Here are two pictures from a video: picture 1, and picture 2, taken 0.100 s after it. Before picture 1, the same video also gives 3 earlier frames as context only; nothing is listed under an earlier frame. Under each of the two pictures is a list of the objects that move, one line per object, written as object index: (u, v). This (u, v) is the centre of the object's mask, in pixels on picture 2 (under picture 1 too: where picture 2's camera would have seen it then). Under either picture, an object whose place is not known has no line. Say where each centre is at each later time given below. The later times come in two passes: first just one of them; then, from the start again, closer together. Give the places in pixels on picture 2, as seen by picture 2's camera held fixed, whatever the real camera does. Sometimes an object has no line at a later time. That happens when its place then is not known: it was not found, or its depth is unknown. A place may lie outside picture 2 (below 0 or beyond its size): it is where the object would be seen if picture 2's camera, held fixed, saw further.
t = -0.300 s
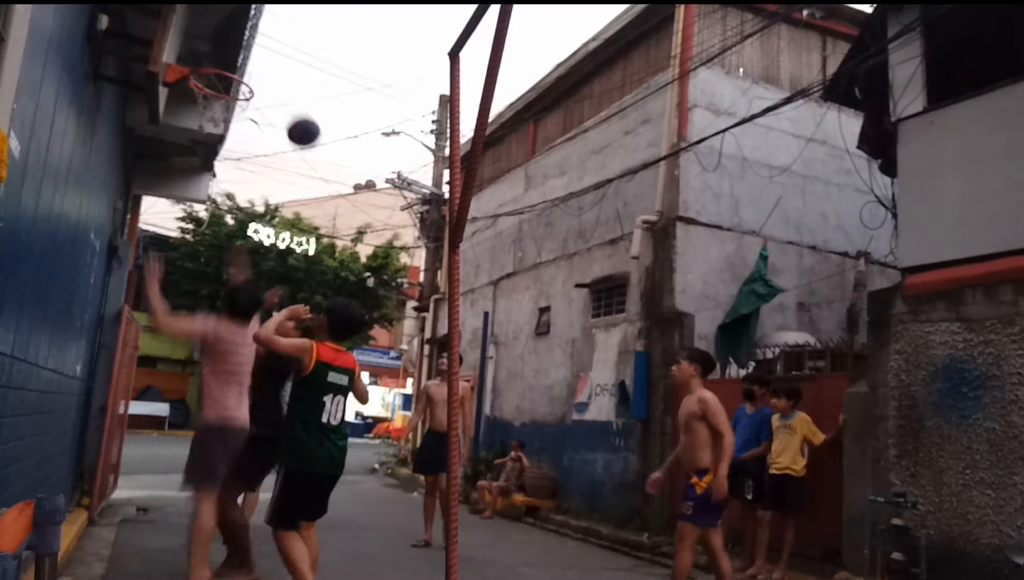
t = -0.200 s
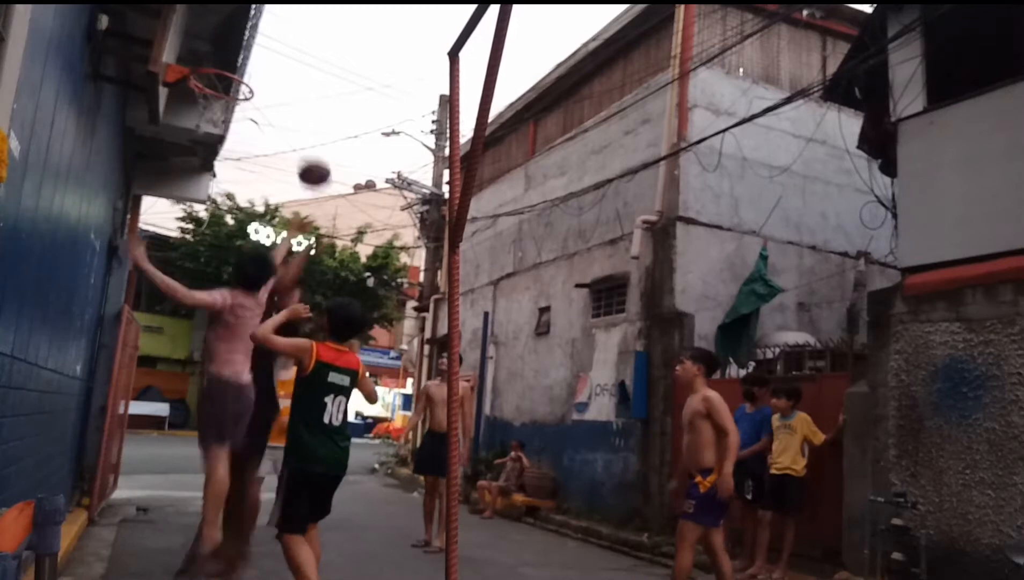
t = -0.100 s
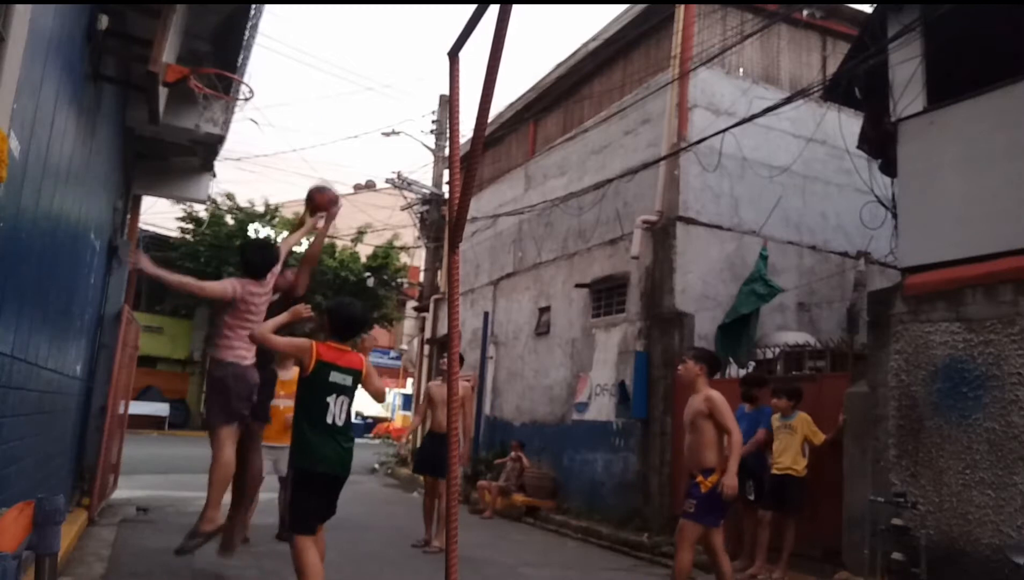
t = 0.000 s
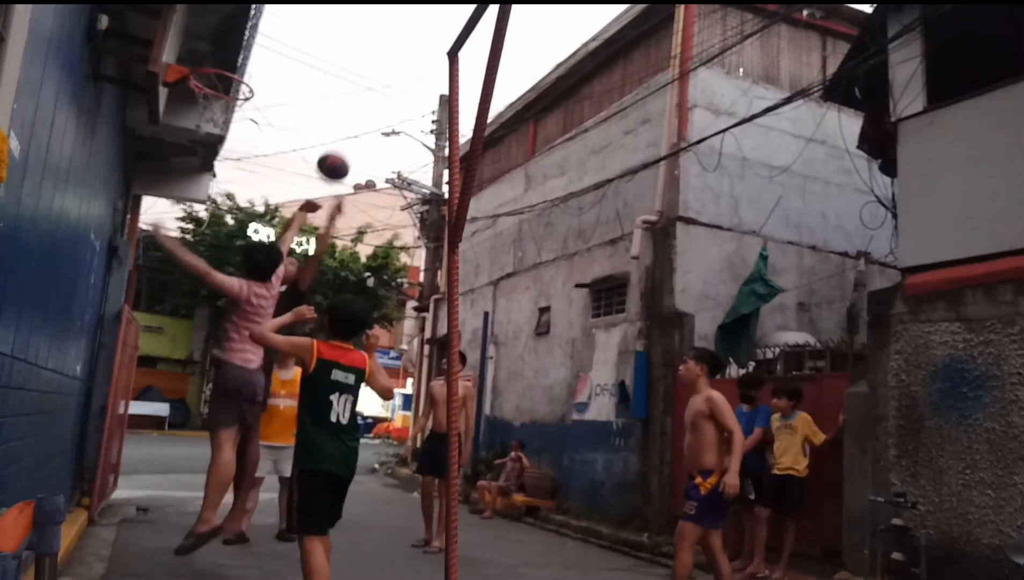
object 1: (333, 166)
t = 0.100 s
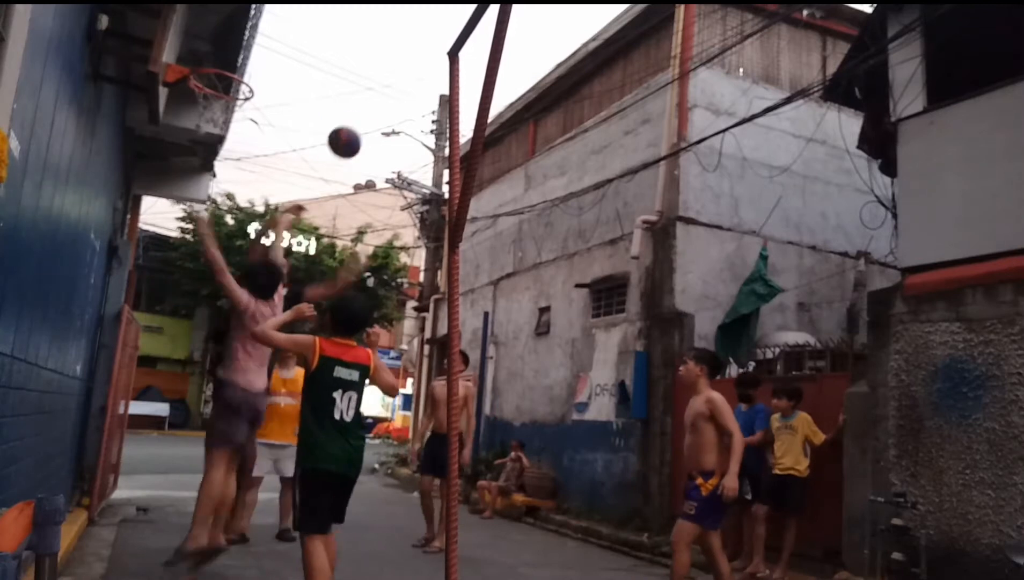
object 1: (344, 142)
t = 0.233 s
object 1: (358, 131)
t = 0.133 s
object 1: (348, 137)
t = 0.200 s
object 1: (355, 131)
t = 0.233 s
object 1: (358, 131)
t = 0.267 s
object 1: (361, 132)
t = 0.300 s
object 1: (364, 135)
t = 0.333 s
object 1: (368, 140)
